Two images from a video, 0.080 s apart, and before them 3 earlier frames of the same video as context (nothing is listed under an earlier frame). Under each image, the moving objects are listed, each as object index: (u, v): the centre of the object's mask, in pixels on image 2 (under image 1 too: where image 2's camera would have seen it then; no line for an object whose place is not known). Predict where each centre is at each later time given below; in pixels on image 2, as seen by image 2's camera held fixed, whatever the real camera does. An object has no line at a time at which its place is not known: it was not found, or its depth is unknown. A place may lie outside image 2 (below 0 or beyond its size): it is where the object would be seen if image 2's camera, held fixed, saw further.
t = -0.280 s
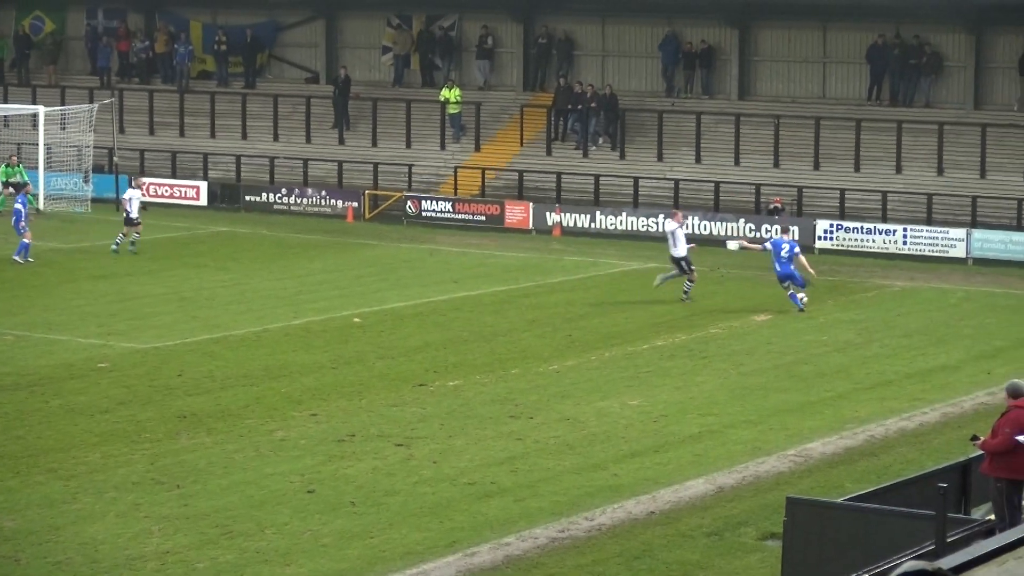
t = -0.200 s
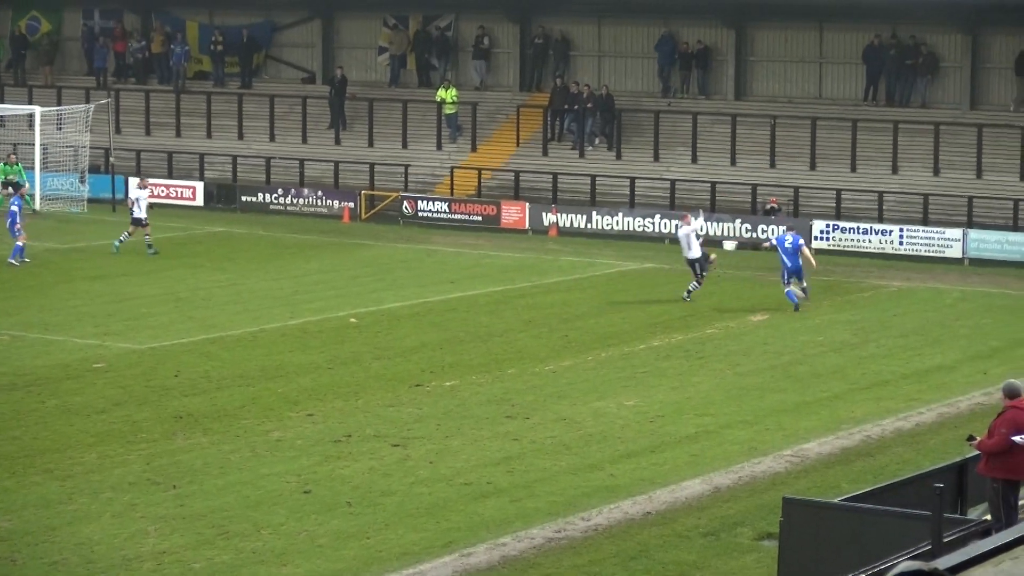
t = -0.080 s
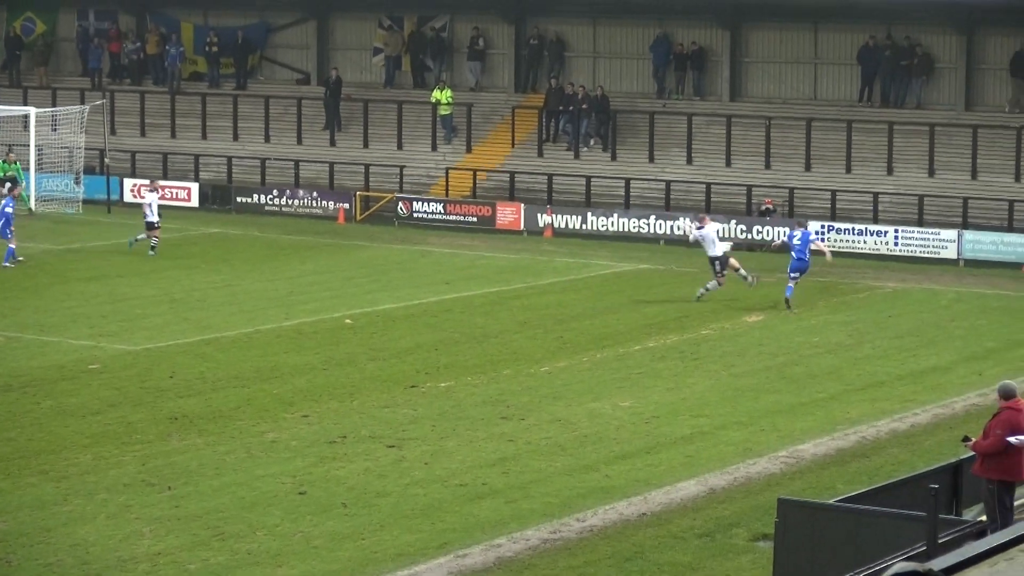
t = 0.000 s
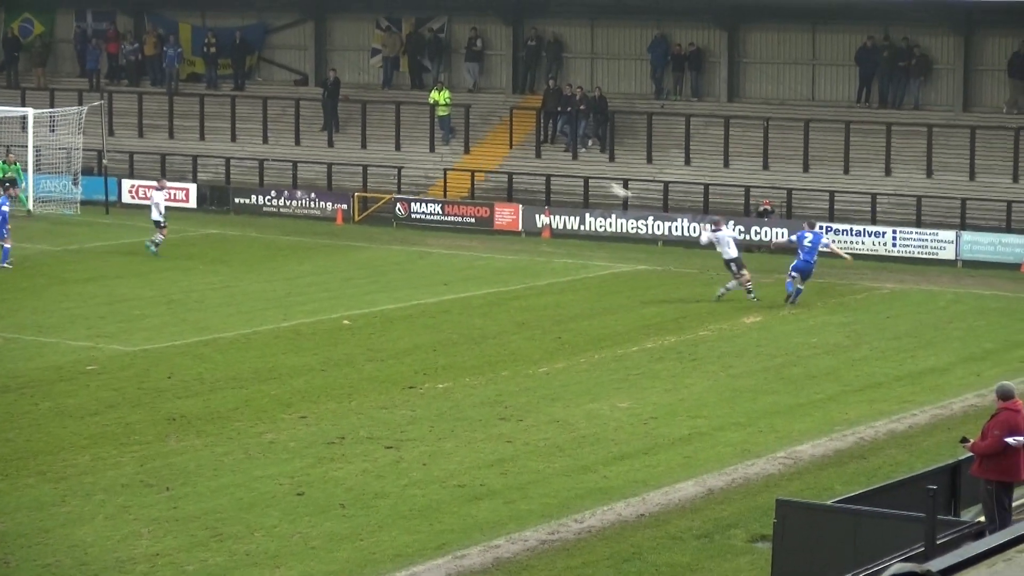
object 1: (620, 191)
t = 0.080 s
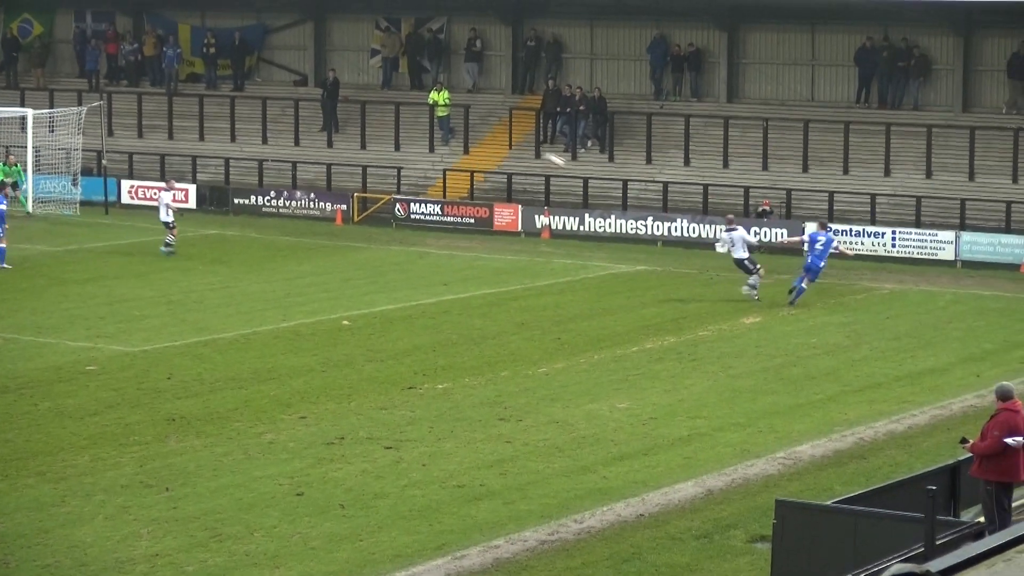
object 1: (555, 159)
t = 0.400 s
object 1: (327, 75)
